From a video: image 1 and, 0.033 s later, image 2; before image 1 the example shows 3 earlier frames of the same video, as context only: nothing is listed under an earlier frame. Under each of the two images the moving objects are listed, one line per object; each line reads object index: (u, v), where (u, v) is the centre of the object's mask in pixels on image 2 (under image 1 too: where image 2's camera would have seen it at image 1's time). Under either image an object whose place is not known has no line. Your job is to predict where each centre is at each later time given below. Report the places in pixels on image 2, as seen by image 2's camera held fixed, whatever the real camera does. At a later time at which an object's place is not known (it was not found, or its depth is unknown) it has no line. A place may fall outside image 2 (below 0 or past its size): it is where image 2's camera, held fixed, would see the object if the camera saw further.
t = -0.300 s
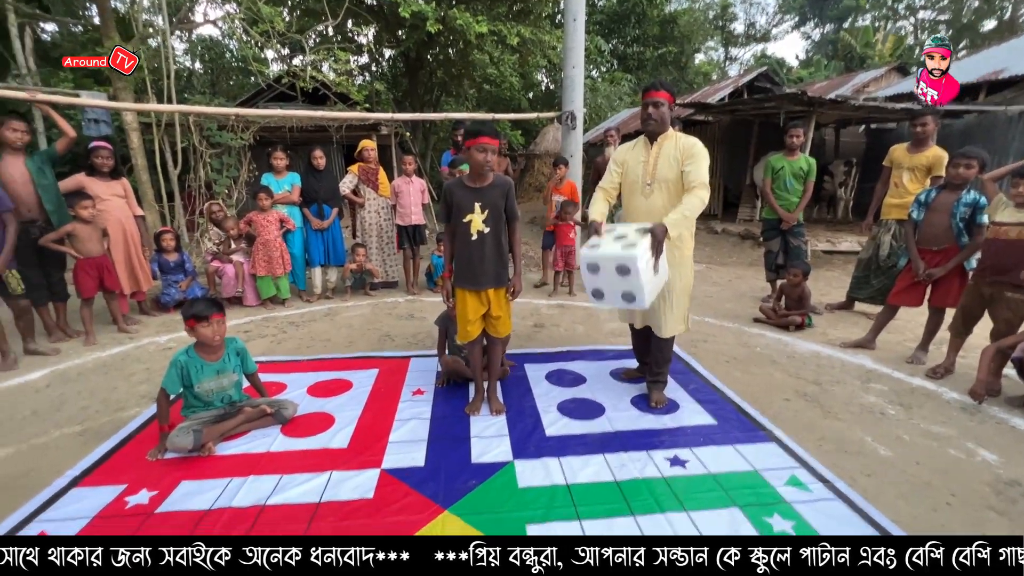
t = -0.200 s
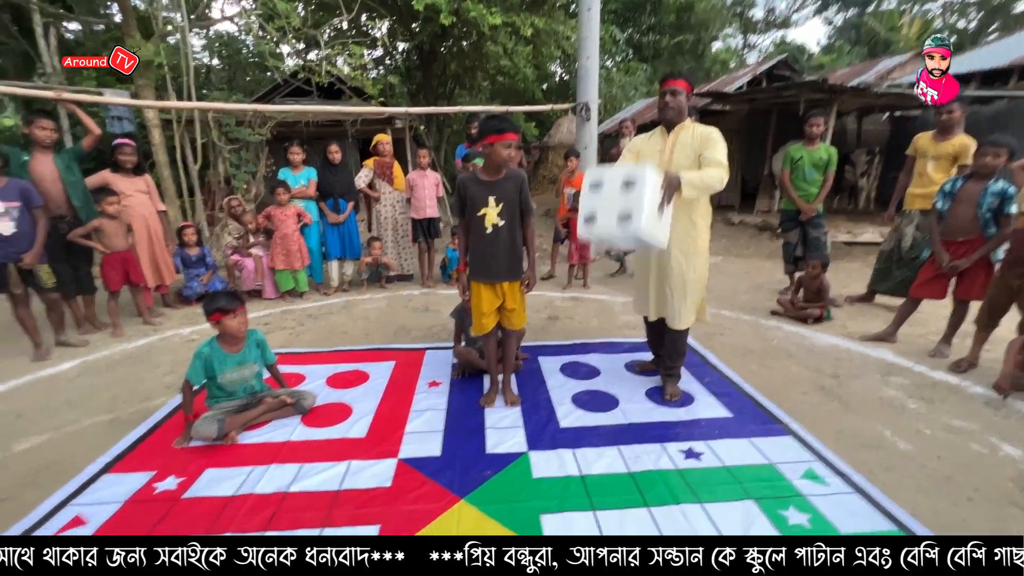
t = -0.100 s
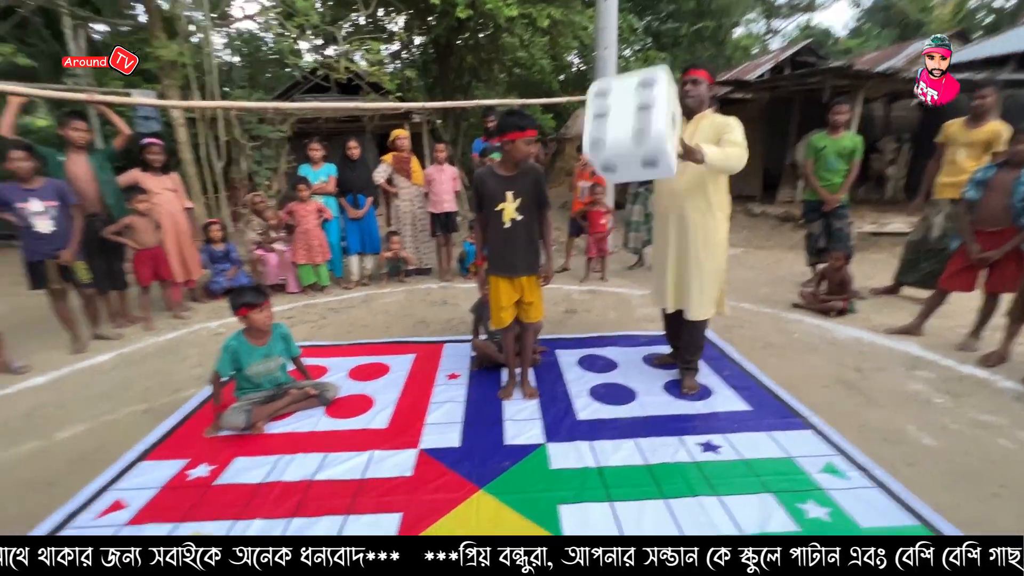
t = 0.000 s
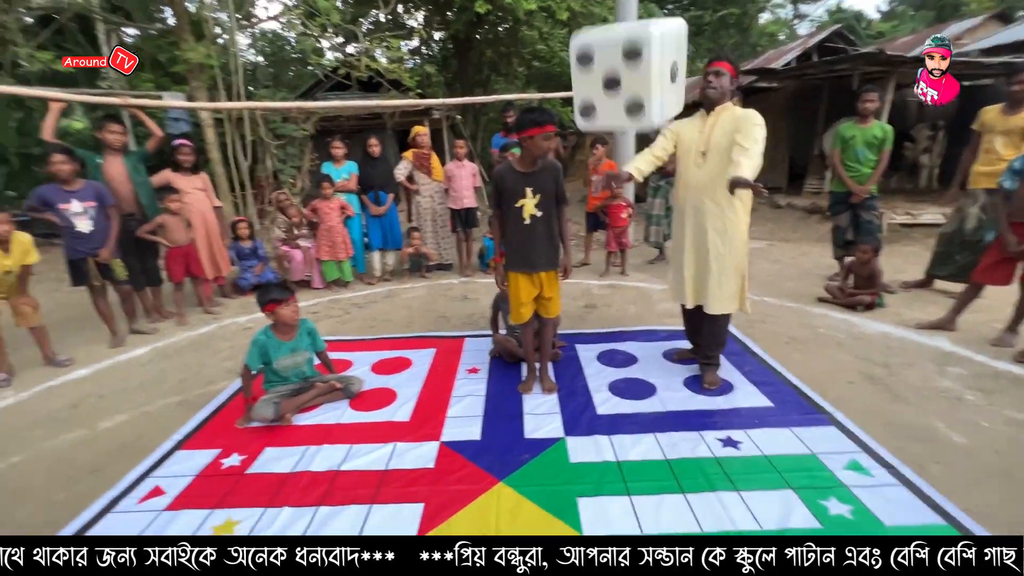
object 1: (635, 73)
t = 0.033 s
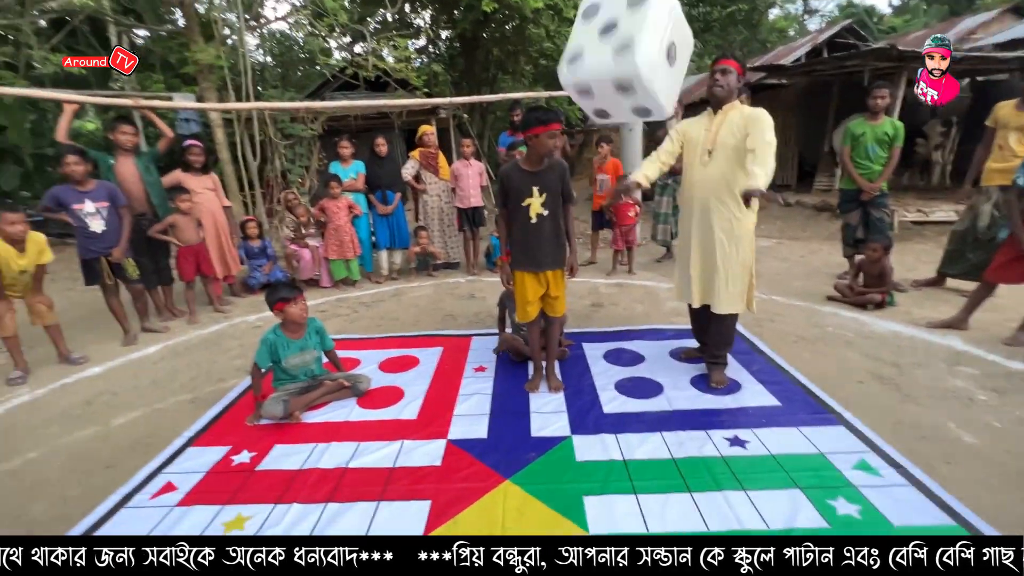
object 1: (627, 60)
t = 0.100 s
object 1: (609, 53)
